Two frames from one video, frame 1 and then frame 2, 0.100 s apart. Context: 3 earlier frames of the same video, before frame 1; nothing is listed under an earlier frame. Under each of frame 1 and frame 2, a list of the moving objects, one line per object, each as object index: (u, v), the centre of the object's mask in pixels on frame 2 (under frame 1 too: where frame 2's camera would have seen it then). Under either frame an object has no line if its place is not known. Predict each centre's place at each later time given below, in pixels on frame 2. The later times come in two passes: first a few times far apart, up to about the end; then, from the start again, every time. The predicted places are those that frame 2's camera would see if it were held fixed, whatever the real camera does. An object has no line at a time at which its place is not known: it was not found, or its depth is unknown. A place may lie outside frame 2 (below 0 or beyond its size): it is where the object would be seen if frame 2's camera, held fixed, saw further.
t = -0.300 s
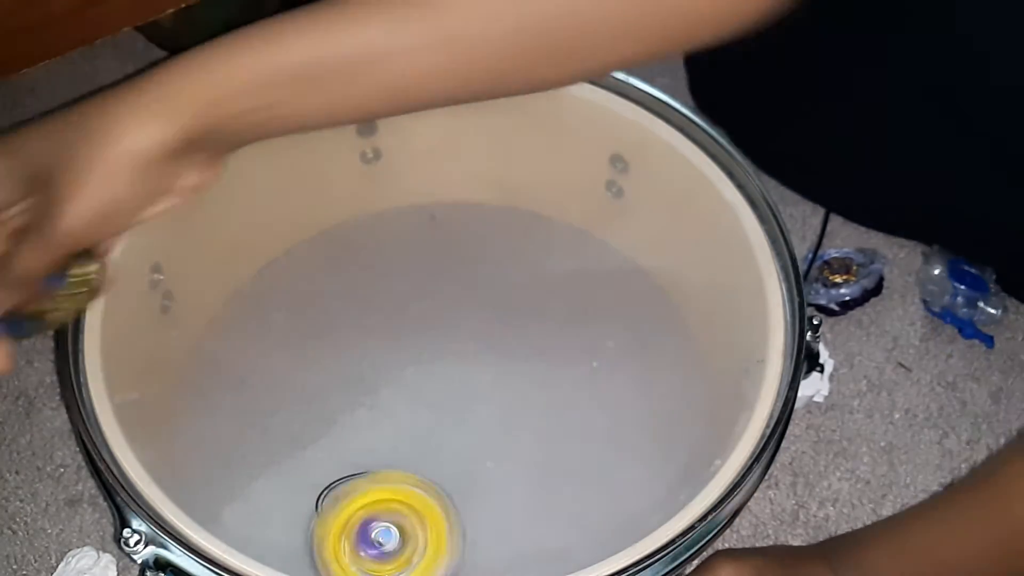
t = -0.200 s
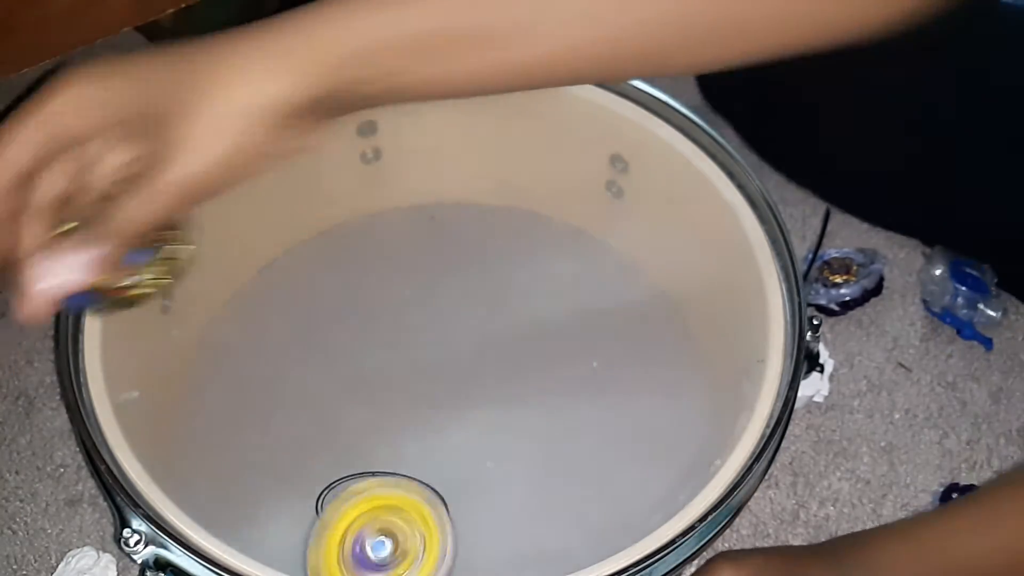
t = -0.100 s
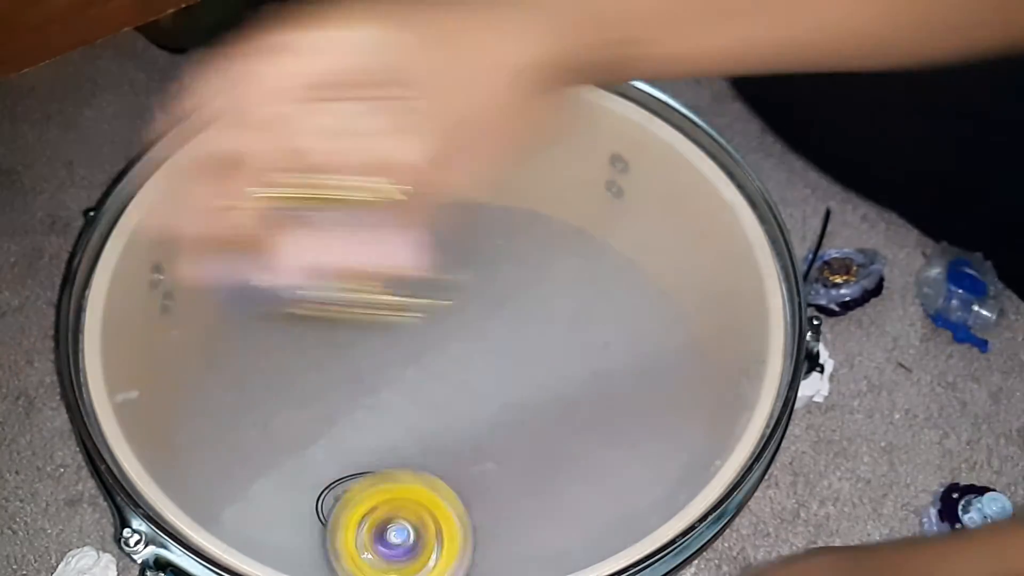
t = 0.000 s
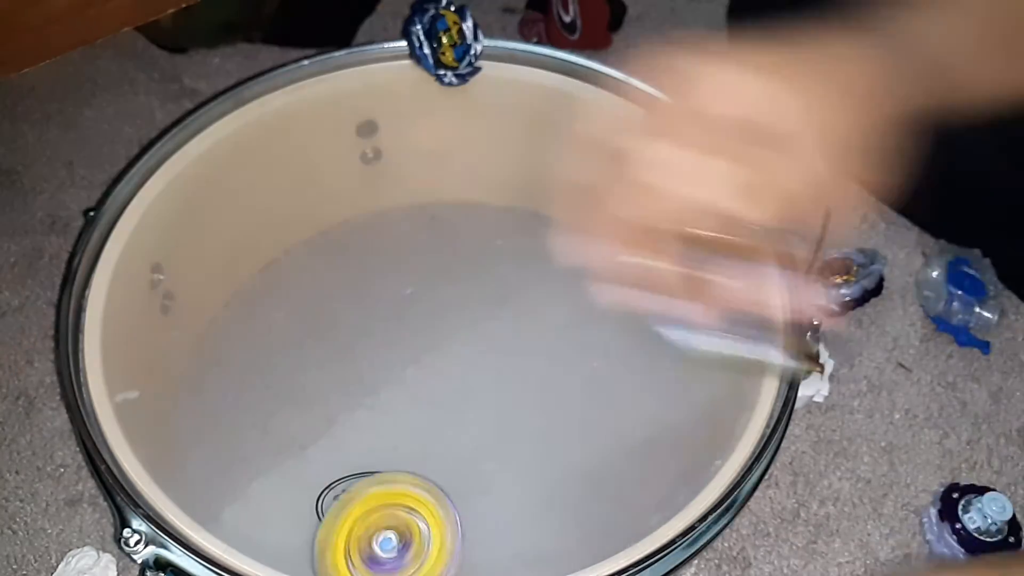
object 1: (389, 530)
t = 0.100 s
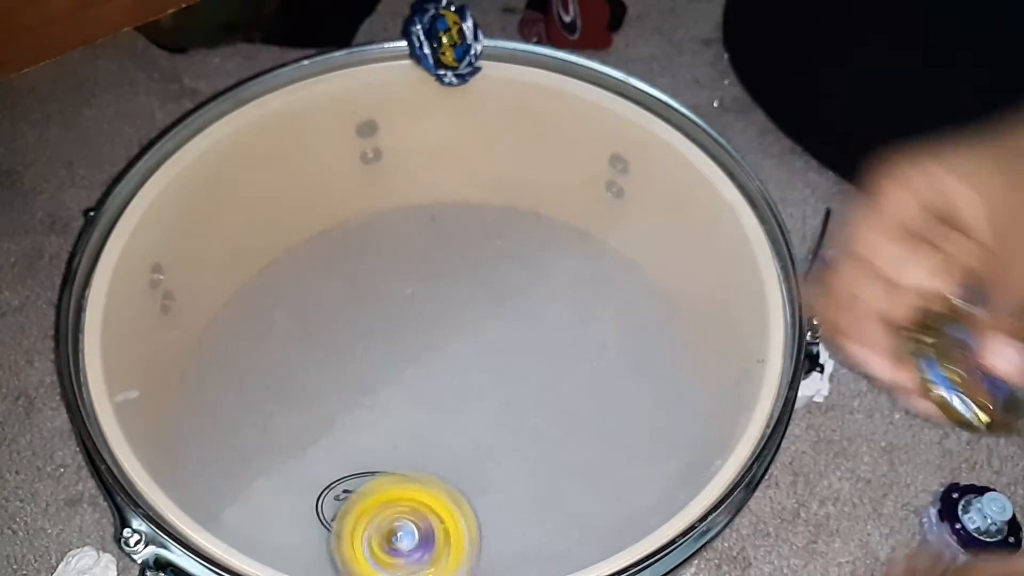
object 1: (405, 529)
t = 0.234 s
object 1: (392, 529)
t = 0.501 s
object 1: (406, 526)
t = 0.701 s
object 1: (401, 529)
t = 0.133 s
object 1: (404, 531)
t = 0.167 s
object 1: (397, 532)
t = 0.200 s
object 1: (392, 532)
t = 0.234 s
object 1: (392, 529)
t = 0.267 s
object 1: (400, 528)
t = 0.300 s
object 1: (409, 528)
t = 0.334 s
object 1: (411, 529)
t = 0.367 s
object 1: (405, 531)
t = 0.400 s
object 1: (397, 530)
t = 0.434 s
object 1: (393, 529)
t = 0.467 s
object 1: (396, 527)
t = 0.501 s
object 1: (406, 526)
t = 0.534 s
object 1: (414, 527)
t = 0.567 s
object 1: (413, 530)
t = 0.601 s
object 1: (404, 532)
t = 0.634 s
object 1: (397, 531)
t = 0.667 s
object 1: (396, 529)
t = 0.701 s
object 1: (401, 529)
